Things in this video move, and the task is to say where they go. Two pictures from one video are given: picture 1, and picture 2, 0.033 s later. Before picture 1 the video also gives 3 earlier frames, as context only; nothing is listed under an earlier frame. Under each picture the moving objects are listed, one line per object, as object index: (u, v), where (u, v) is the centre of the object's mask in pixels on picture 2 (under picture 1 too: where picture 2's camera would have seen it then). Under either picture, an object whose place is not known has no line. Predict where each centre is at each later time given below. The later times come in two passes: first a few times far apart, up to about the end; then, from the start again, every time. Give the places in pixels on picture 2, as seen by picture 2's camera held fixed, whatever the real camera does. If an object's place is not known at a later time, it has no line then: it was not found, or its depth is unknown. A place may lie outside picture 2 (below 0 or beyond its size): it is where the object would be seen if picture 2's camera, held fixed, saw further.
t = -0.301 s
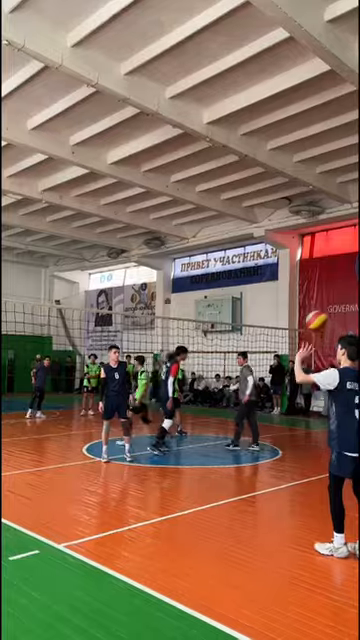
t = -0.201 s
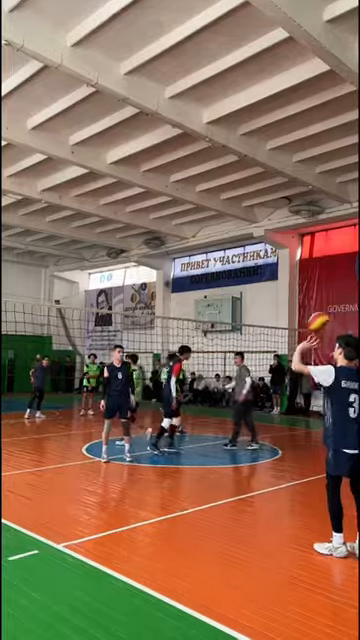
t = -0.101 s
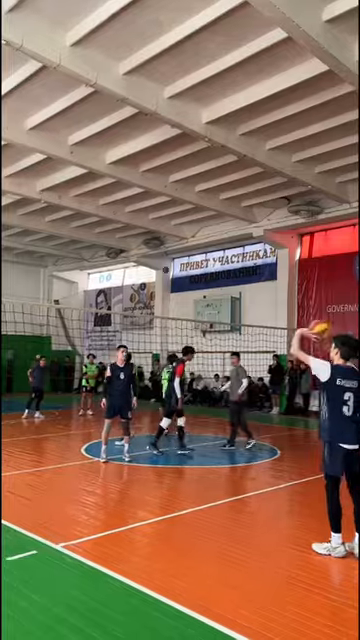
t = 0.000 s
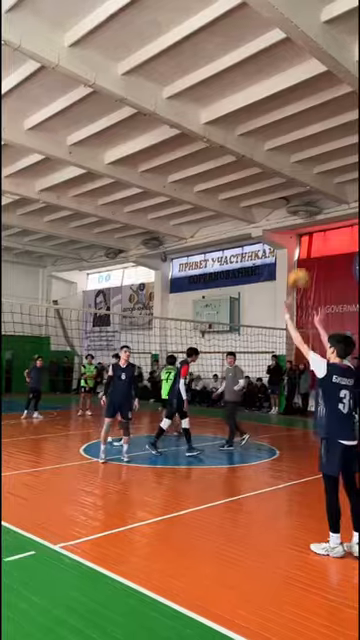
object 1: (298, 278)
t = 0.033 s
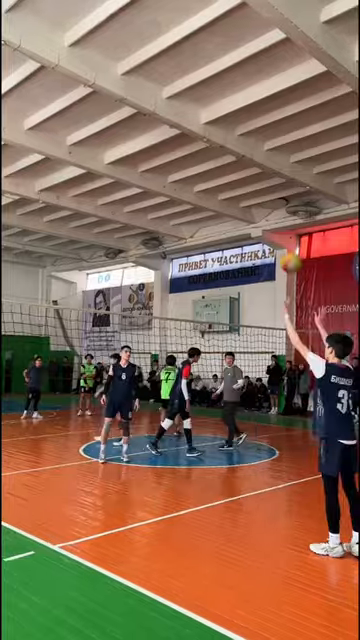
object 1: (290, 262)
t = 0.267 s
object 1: (245, 188)
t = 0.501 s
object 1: (210, 177)
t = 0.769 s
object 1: (179, 206)
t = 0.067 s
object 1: (283, 247)
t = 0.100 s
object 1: (276, 233)
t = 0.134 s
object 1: (270, 221)
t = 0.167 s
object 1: (264, 211)
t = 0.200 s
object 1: (257, 202)
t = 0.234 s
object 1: (250, 195)
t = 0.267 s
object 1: (245, 188)
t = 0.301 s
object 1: (240, 185)
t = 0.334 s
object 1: (235, 181)
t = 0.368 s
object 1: (230, 177)
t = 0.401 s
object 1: (224, 176)
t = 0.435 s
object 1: (220, 176)
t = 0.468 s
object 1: (215, 176)
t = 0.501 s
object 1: (210, 177)
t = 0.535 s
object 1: (206, 179)
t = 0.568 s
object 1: (202, 181)
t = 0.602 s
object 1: (200, 182)
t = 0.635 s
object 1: (195, 186)
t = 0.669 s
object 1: (192, 190)
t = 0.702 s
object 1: (188, 195)
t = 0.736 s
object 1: (183, 201)
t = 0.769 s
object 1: (179, 206)
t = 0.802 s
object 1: (176, 216)
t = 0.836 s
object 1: (172, 222)
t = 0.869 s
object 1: (168, 231)
